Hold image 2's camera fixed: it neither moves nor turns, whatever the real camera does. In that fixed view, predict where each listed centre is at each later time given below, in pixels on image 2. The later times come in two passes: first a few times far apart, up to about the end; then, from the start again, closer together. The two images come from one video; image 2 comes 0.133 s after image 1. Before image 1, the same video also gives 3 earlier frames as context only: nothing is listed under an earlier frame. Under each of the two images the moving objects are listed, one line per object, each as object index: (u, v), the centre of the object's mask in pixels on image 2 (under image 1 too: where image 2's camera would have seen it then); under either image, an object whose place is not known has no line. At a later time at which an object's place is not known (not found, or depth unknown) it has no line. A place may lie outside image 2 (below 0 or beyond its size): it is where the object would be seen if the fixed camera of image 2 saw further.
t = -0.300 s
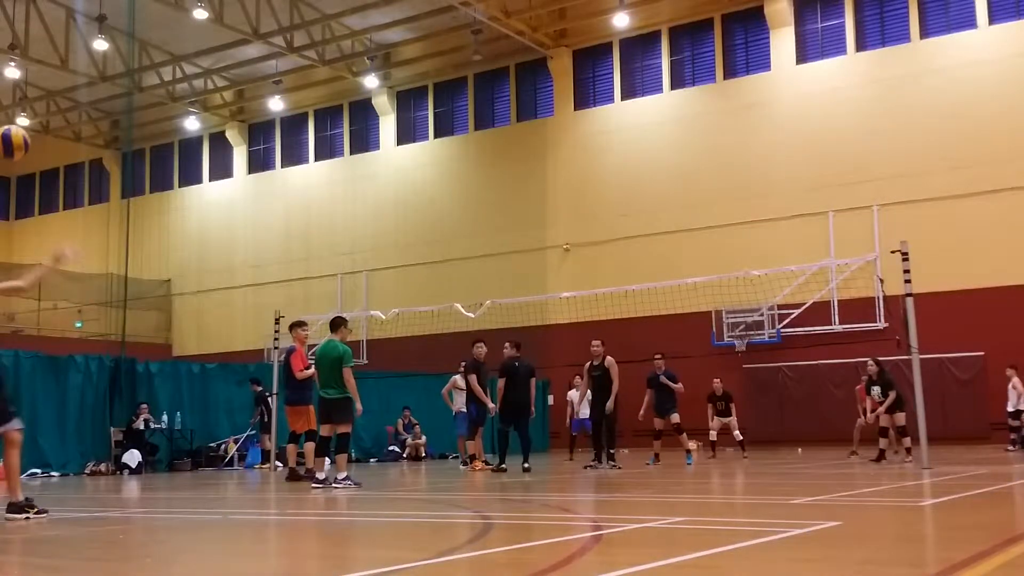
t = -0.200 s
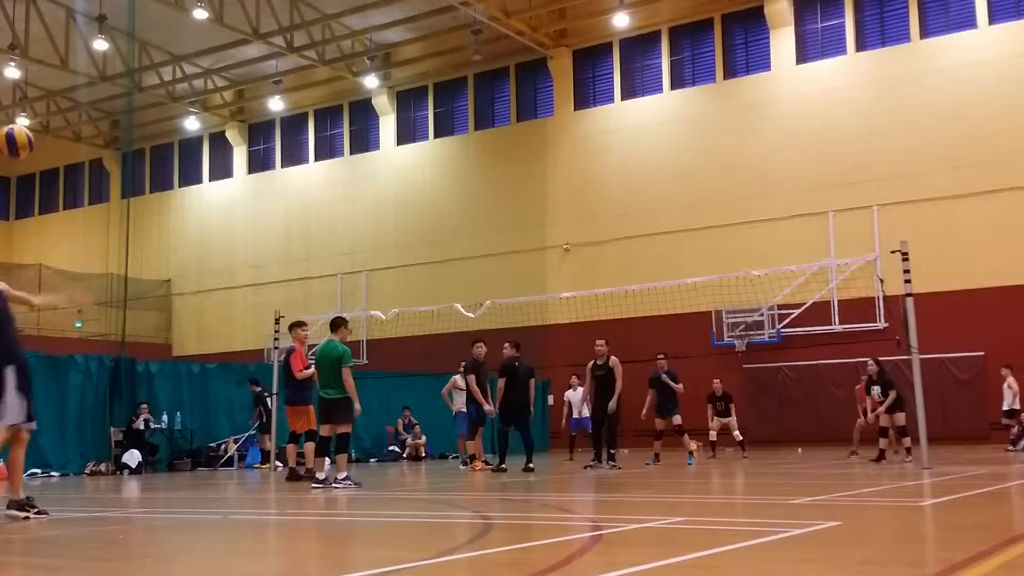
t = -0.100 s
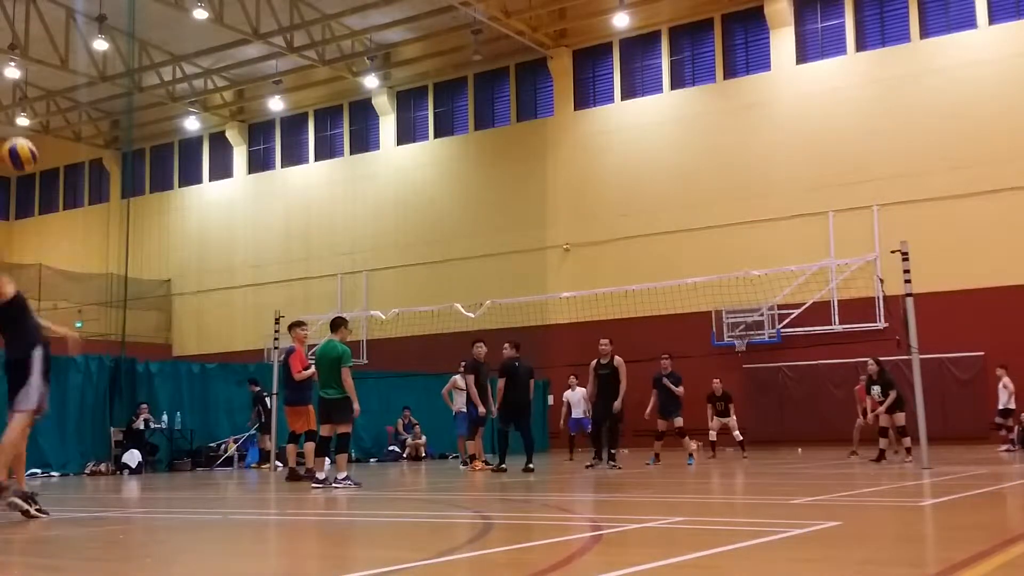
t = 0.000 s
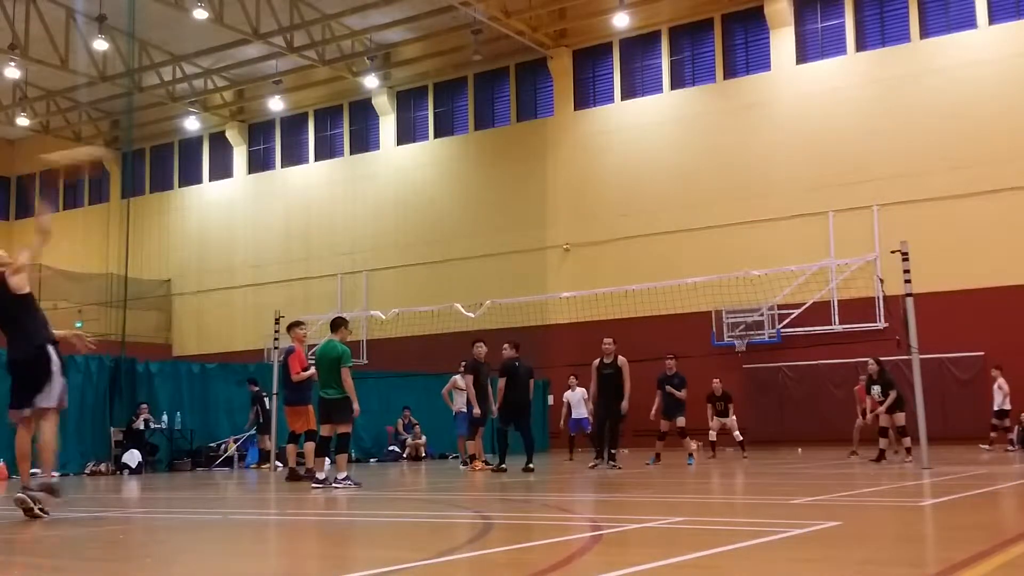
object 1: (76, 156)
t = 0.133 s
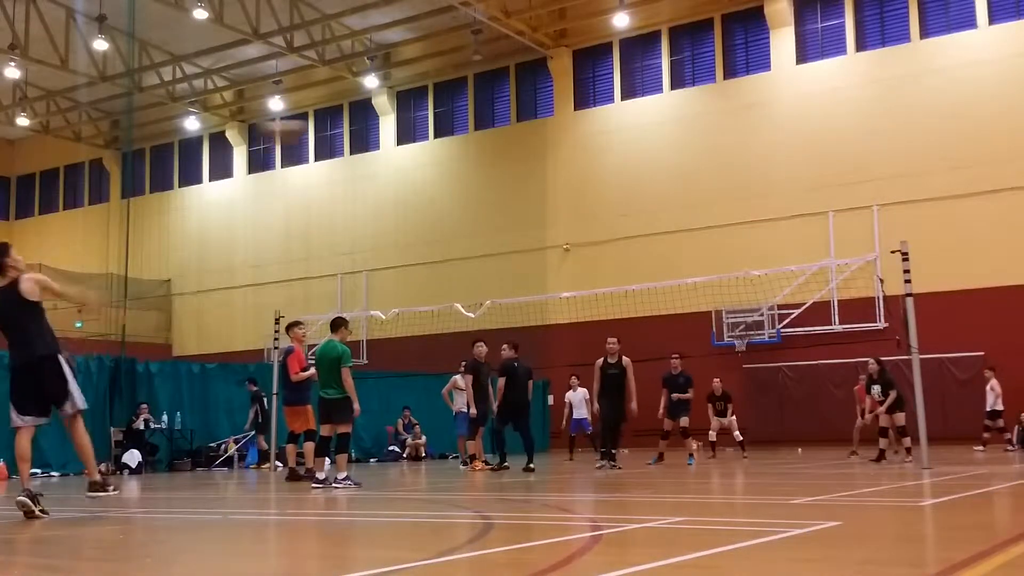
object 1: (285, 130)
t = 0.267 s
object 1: (425, 130)
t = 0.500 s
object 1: (589, 169)
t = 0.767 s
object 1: (710, 245)
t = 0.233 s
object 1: (405, 131)
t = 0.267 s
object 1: (425, 130)
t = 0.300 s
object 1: (450, 131)
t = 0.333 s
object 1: (478, 138)
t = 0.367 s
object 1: (506, 141)
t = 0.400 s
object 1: (528, 148)
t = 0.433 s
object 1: (549, 153)
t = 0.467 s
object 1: (569, 162)
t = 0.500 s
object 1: (589, 169)
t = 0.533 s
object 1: (606, 176)
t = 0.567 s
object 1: (624, 185)
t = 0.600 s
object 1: (640, 194)
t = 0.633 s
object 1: (656, 203)
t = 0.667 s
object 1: (670, 213)
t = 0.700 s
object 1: (685, 224)
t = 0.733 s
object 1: (697, 234)
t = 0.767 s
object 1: (710, 245)
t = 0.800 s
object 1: (722, 257)
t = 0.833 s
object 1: (732, 267)
